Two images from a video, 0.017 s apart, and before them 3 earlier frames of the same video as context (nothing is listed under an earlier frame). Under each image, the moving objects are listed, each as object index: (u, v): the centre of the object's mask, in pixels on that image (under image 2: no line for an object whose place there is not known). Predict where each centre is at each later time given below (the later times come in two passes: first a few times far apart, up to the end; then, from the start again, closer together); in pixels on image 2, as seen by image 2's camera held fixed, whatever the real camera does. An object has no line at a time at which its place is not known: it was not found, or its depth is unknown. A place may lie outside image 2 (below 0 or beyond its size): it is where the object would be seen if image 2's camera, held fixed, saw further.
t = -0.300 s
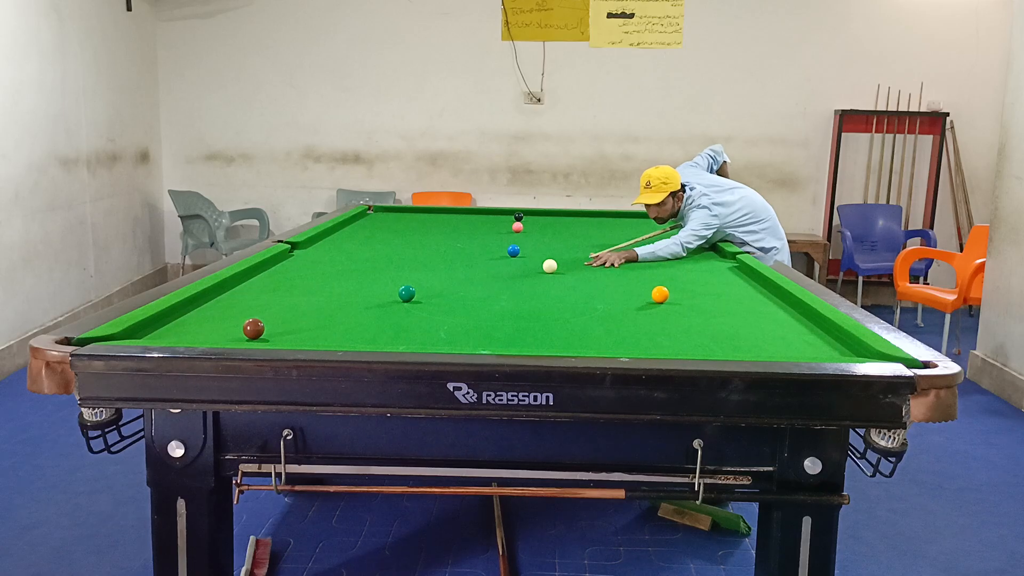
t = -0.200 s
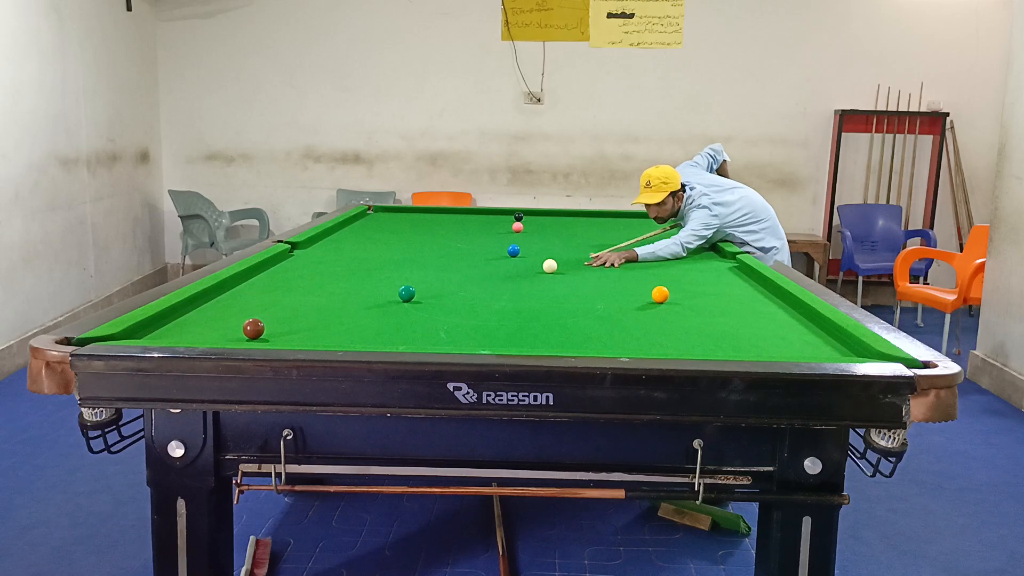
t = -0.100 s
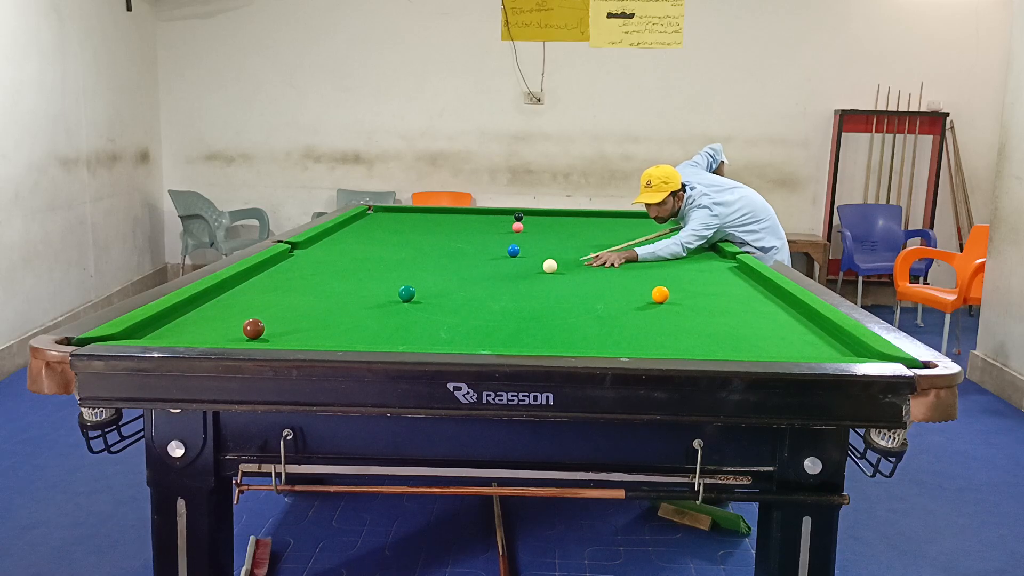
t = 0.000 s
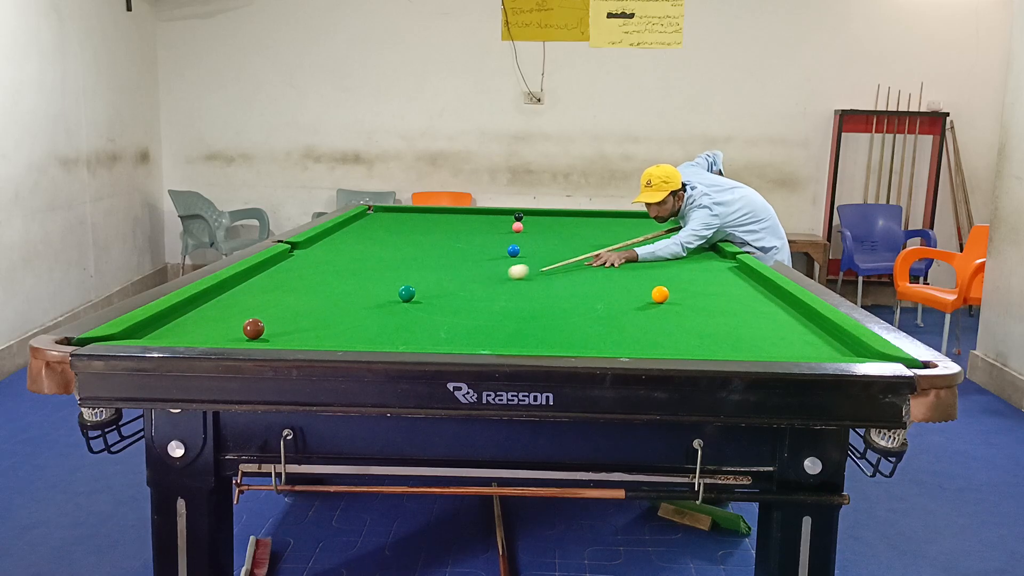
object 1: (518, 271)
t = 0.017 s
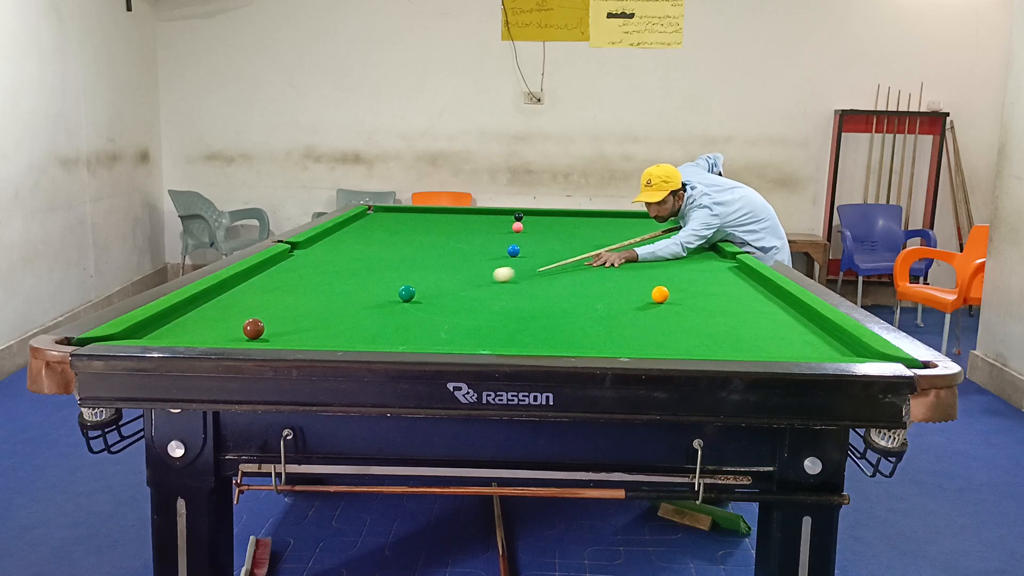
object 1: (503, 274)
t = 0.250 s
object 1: (420, 291)
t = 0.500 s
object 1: (425, 291)
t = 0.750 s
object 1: (429, 291)
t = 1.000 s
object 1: (429, 291)
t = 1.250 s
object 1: (429, 291)
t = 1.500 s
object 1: (429, 291)
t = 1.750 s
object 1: (429, 291)
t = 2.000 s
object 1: (429, 291)
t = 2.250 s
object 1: (429, 291)
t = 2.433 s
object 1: (429, 291)
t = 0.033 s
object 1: (488, 277)
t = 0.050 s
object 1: (473, 280)
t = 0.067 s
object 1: (456, 283)
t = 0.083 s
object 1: (440, 286)
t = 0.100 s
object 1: (423, 289)
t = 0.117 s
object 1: (418, 290)
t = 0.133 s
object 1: (418, 290)
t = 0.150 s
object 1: (418, 291)
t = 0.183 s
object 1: (418, 291)
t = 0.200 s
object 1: (418, 291)
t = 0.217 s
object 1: (419, 291)
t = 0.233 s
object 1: (419, 291)
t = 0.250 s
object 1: (420, 291)
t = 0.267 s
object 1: (420, 291)
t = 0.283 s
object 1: (421, 291)
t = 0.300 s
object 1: (421, 291)
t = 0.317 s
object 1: (422, 291)
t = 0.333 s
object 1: (422, 291)
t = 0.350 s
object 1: (423, 291)
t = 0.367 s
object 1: (423, 291)
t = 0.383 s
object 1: (423, 291)
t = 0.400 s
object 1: (424, 291)
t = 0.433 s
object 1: (424, 291)
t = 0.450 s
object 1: (424, 291)
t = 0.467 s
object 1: (425, 291)
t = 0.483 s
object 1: (425, 291)
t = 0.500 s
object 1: (425, 291)
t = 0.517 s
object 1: (426, 291)
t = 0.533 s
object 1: (426, 291)
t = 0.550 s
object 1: (427, 291)
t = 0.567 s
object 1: (427, 291)
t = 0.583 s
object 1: (427, 291)
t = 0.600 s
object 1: (427, 291)
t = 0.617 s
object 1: (428, 291)
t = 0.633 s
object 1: (428, 291)
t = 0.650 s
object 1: (428, 291)
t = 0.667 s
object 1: (428, 291)
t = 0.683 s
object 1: (428, 291)
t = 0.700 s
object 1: (429, 291)
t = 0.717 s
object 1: (429, 291)
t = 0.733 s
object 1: (429, 291)
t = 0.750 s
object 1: (429, 291)
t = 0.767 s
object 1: (429, 291)
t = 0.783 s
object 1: (429, 291)
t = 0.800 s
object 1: (429, 291)
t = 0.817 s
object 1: (429, 291)
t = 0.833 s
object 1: (429, 291)
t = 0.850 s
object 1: (429, 291)
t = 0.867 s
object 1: (429, 291)
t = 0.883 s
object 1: (429, 291)
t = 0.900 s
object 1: (429, 291)
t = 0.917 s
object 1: (429, 291)
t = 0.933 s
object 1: (429, 291)
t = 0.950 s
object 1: (429, 291)
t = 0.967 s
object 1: (429, 291)
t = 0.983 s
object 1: (429, 291)
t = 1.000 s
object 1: (429, 291)
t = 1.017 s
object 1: (429, 291)
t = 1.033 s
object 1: (429, 291)
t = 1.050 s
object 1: (429, 291)
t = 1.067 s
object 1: (429, 291)
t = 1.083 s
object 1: (429, 291)
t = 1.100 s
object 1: (429, 291)
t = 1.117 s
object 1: (429, 291)
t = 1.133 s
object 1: (429, 291)
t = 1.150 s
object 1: (429, 291)
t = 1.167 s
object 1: (429, 291)
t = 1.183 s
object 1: (429, 291)
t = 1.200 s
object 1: (429, 291)
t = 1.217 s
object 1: (429, 291)
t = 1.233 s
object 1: (429, 291)
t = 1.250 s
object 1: (429, 291)
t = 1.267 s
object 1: (429, 291)
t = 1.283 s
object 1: (429, 291)
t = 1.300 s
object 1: (429, 291)
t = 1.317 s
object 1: (429, 291)
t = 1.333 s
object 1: (429, 291)
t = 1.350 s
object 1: (429, 291)
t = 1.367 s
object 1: (429, 291)
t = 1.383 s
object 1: (429, 291)
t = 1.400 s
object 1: (429, 291)
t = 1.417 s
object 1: (429, 291)
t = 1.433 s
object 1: (429, 291)
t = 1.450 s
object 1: (429, 291)
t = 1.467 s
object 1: (429, 291)
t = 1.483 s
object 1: (429, 291)
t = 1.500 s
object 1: (429, 291)
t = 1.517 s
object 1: (429, 291)
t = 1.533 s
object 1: (429, 291)
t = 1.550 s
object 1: (429, 291)
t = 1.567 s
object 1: (429, 291)
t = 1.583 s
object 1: (429, 291)
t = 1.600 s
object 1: (429, 291)
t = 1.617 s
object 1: (429, 291)
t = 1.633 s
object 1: (429, 291)
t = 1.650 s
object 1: (429, 291)
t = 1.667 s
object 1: (429, 291)
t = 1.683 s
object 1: (429, 291)
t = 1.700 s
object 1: (429, 291)
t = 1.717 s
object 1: (429, 291)
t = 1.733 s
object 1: (429, 291)
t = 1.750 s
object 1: (429, 291)
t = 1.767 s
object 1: (429, 291)
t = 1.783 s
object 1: (429, 291)
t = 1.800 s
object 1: (429, 291)
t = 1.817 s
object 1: (429, 291)
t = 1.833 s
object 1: (429, 291)
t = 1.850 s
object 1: (429, 291)
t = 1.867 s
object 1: (429, 291)
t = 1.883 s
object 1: (429, 291)
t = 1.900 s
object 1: (429, 291)
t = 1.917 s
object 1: (429, 291)
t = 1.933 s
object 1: (429, 291)
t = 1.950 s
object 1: (429, 291)
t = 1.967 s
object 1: (429, 291)
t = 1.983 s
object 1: (429, 291)
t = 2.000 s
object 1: (429, 291)
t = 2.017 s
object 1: (429, 291)
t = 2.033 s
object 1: (429, 291)
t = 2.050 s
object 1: (429, 291)
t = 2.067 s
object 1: (429, 291)
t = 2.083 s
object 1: (429, 291)
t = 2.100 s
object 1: (429, 291)
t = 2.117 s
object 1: (429, 291)
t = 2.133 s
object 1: (429, 291)
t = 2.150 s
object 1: (429, 291)
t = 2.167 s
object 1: (429, 291)
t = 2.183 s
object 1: (429, 291)
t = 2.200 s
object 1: (429, 291)
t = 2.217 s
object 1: (429, 291)
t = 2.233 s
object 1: (429, 291)
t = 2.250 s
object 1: (429, 291)
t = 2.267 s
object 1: (429, 291)
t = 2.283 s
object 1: (429, 291)
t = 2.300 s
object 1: (429, 291)
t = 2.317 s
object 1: (429, 291)
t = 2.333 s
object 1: (429, 291)
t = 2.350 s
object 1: (429, 291)
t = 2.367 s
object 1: (429, 291)
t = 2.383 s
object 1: (429, 291)
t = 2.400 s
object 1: (429, 291)
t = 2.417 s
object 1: (429, 291)
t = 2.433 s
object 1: (429, 291)
